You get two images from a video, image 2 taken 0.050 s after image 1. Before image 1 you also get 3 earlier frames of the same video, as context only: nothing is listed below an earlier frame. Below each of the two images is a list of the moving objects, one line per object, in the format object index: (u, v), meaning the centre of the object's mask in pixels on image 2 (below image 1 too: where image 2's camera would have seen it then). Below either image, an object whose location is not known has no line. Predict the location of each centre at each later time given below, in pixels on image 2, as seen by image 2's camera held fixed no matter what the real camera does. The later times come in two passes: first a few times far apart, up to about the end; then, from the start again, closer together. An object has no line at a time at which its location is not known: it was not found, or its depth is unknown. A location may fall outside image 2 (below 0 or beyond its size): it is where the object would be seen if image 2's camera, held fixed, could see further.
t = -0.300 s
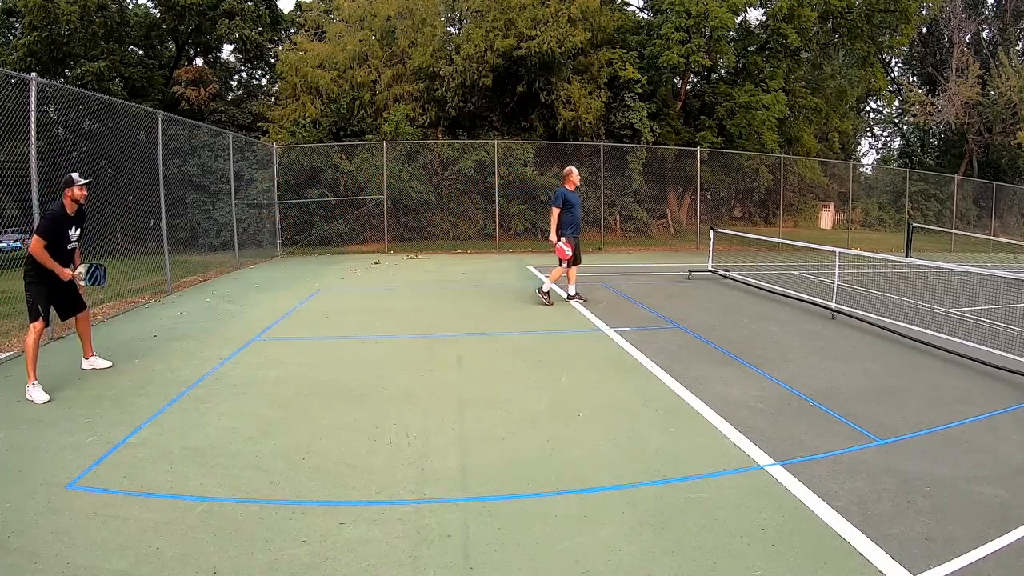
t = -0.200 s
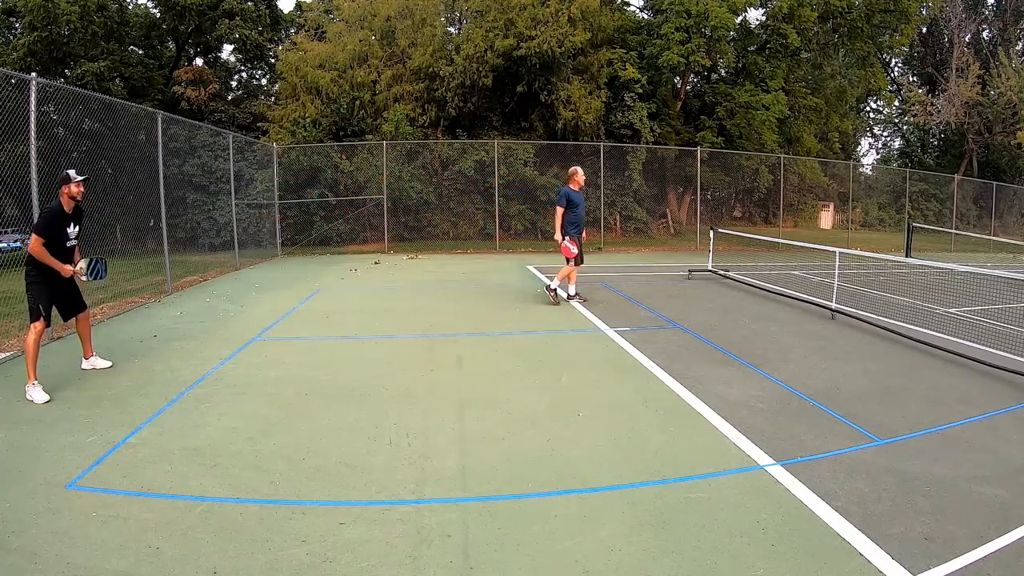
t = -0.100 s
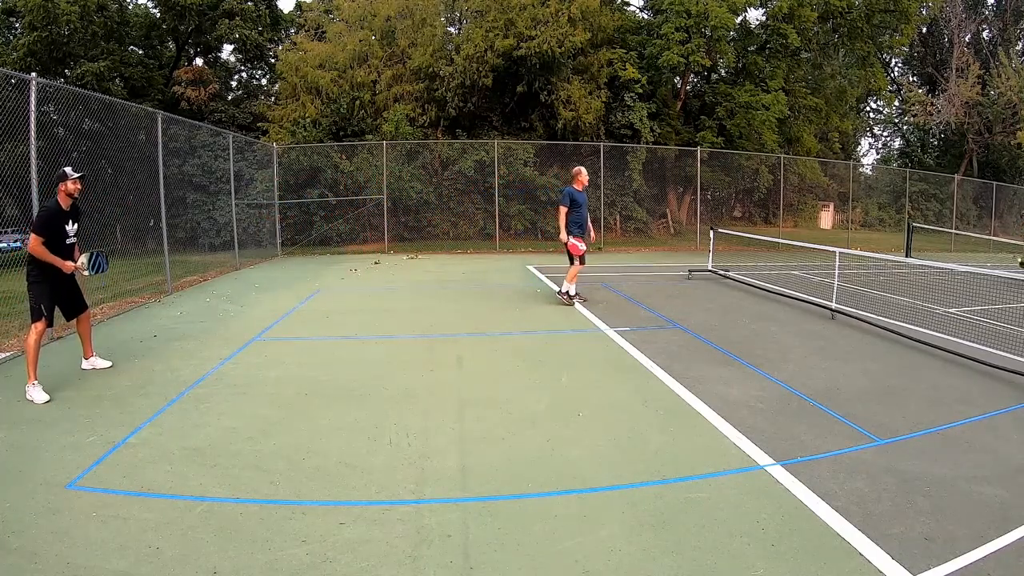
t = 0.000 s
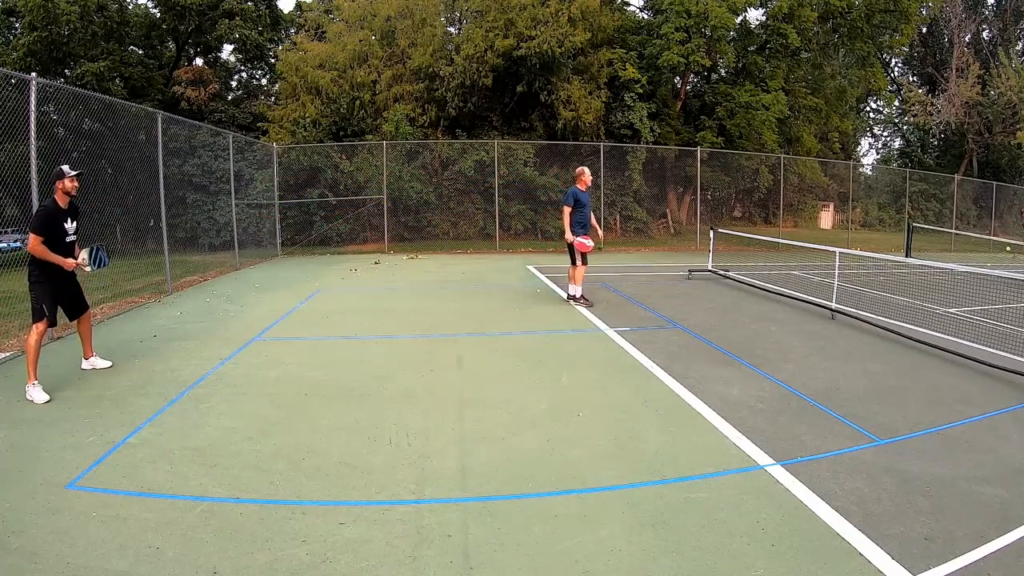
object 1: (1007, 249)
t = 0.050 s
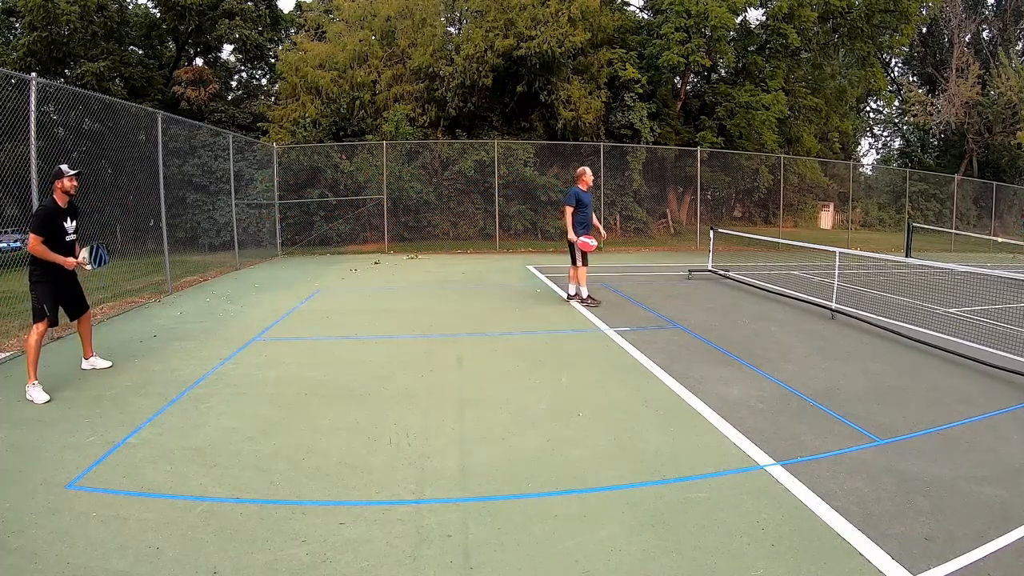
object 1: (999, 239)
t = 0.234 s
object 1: (958, 217)
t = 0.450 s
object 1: (876, 223)
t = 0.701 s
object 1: (675, 333)
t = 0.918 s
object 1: (407, 397)
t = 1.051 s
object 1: (232, 383)
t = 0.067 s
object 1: (996, 236)
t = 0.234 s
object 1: (958, 217)
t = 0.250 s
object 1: (953, 216)
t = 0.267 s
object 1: (949, 215)
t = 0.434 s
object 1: (884, 221)
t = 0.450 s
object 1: (876, 223)
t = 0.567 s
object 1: (803, 254)
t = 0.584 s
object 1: (790, 261)
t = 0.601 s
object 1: (777, 269)
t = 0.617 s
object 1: (762, 277)
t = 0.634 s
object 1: (747, 287)
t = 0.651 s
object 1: (730, 297)
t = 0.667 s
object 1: (713, 308)
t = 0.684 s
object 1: (694, 321)
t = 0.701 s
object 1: (675, 333)
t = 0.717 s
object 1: (654, 348)
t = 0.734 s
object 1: (632, 364)
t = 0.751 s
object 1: (610, 379)
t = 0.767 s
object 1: (586, 396)
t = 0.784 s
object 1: (561, 415)
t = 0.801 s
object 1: (537, 429)
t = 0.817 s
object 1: (520, 424)
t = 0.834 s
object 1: (503, 419)
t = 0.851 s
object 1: (485, 414)
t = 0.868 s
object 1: (466, 409)
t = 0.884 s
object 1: (447, 405)
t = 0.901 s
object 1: (427, 401)
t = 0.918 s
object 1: (407, 397)
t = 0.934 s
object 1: (386, 393)
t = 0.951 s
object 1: (365, 390)
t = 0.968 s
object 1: (343, 388)
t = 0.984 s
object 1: (321, 386)
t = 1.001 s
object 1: (299, 385)
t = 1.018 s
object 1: (276, 383)
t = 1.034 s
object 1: (254, 383)
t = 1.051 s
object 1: (232, 383)
